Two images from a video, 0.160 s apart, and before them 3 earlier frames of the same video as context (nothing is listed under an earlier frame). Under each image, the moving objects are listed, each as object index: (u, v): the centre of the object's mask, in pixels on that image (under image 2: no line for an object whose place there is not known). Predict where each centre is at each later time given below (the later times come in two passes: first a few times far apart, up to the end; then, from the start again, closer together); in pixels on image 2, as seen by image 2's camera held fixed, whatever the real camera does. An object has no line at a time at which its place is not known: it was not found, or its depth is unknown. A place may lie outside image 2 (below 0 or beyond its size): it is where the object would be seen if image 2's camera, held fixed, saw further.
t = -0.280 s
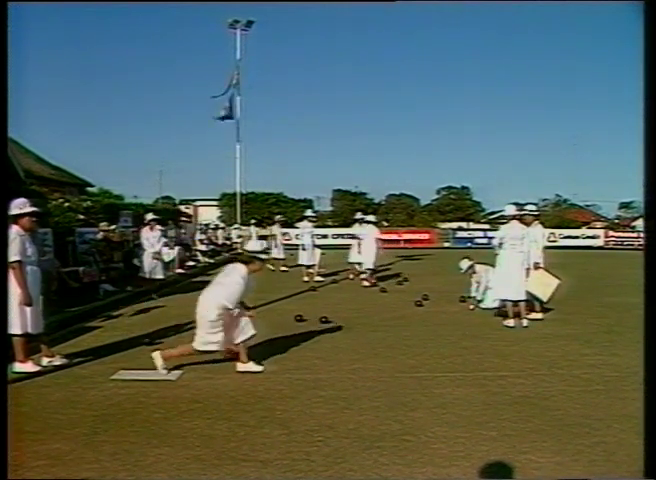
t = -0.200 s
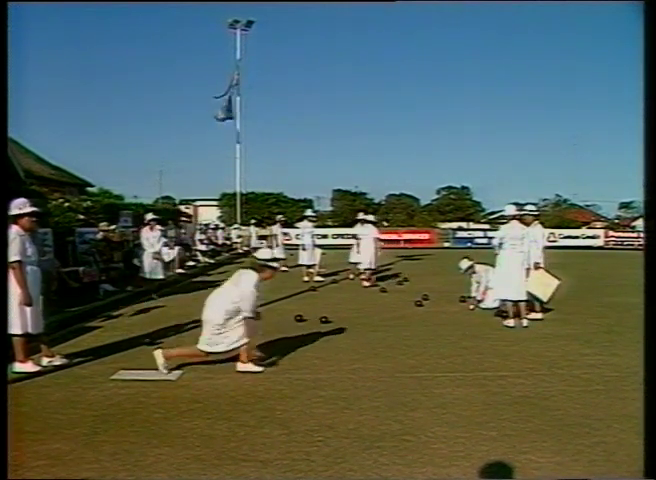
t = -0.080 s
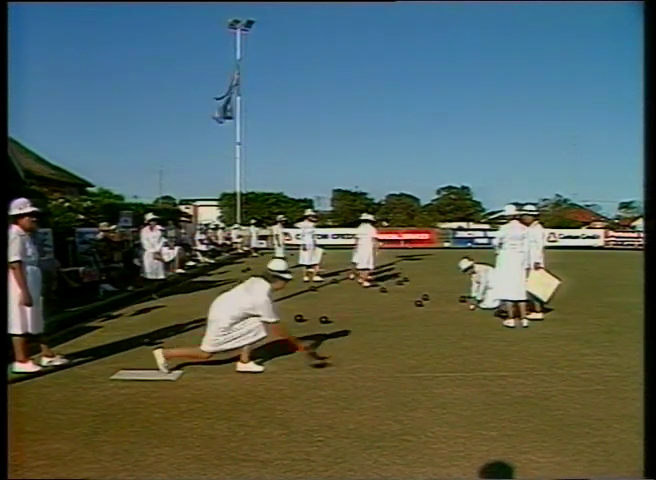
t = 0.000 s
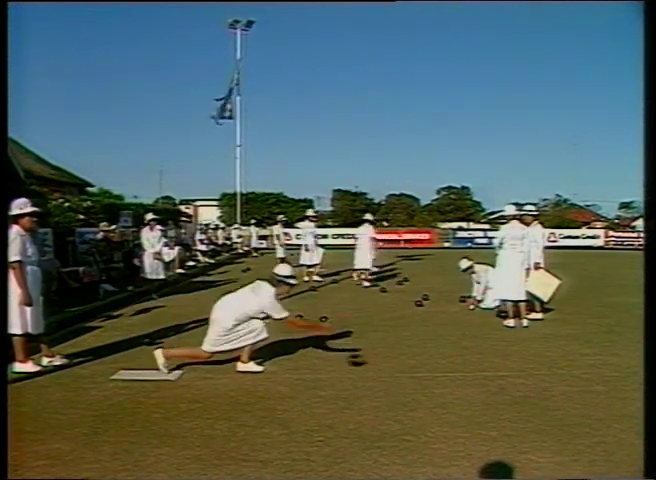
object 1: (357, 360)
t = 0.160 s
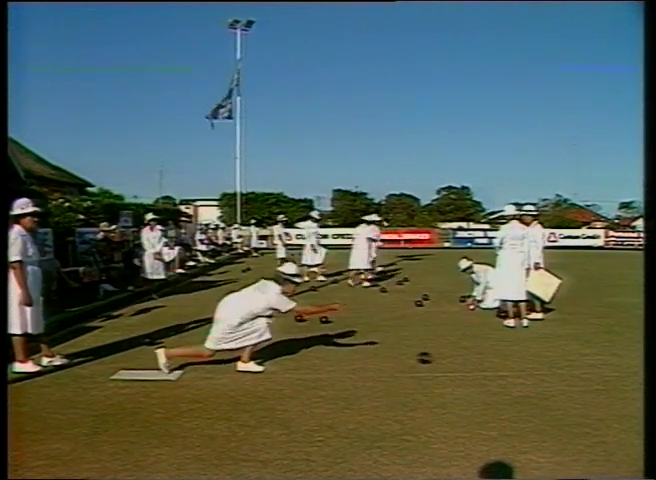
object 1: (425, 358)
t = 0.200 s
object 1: (442, 354)
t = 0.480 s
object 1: (535, 351)
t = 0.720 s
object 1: (606, 347)
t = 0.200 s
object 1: (442, 354)
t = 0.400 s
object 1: (509, 353)
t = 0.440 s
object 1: (522, 352)
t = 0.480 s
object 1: (535, 351)
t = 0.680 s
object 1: (595, 348)
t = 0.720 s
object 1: (606, 347)
